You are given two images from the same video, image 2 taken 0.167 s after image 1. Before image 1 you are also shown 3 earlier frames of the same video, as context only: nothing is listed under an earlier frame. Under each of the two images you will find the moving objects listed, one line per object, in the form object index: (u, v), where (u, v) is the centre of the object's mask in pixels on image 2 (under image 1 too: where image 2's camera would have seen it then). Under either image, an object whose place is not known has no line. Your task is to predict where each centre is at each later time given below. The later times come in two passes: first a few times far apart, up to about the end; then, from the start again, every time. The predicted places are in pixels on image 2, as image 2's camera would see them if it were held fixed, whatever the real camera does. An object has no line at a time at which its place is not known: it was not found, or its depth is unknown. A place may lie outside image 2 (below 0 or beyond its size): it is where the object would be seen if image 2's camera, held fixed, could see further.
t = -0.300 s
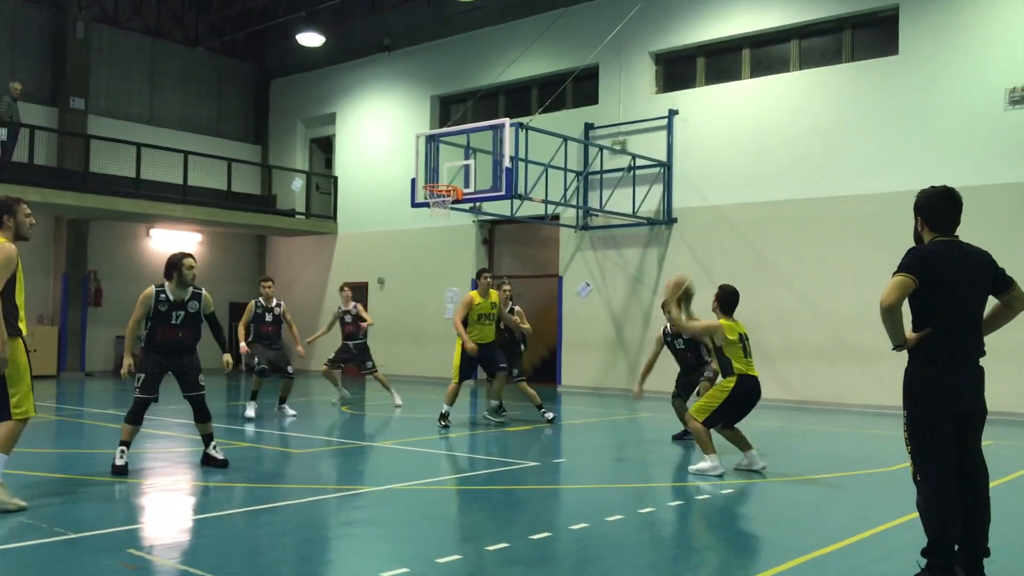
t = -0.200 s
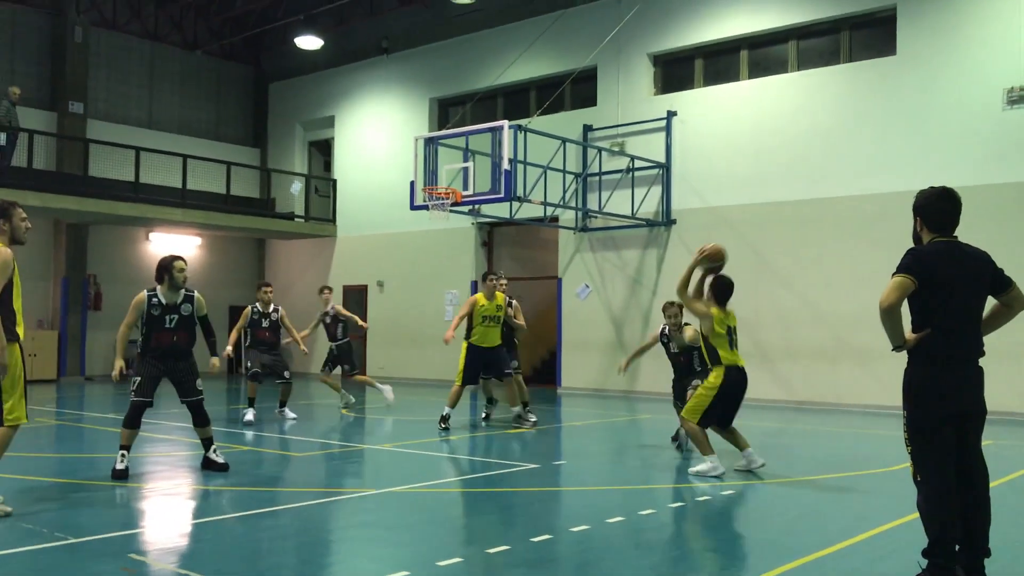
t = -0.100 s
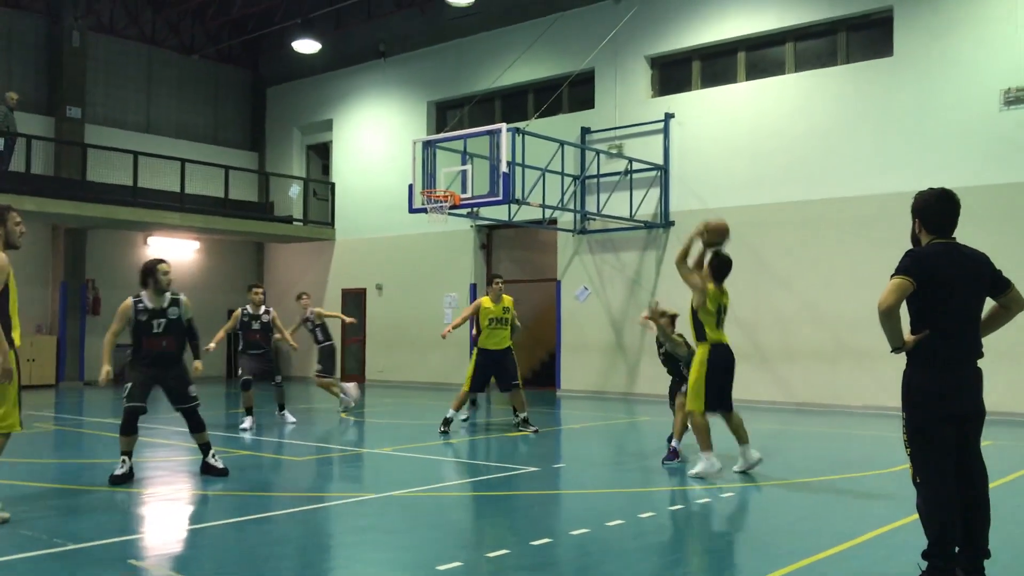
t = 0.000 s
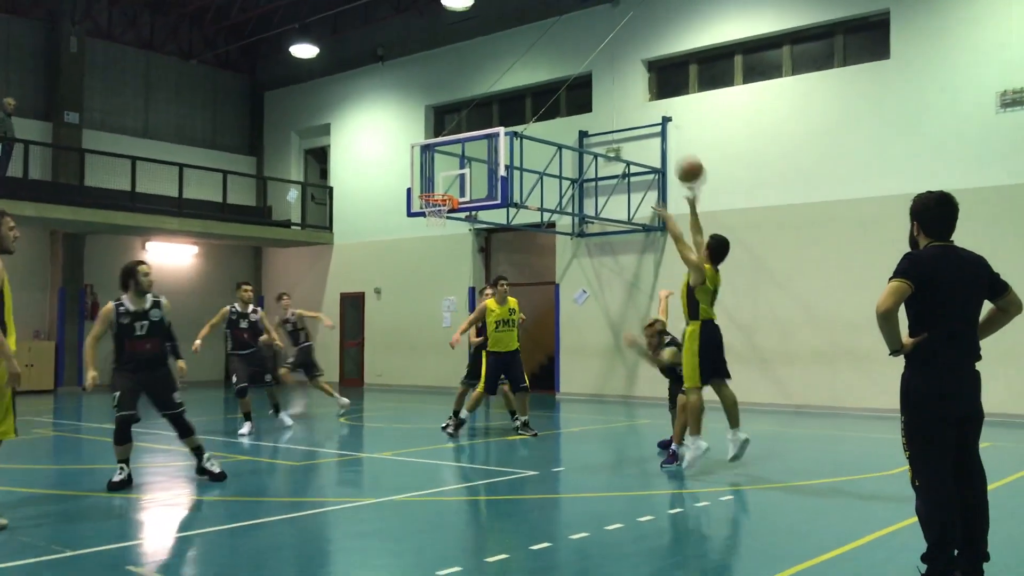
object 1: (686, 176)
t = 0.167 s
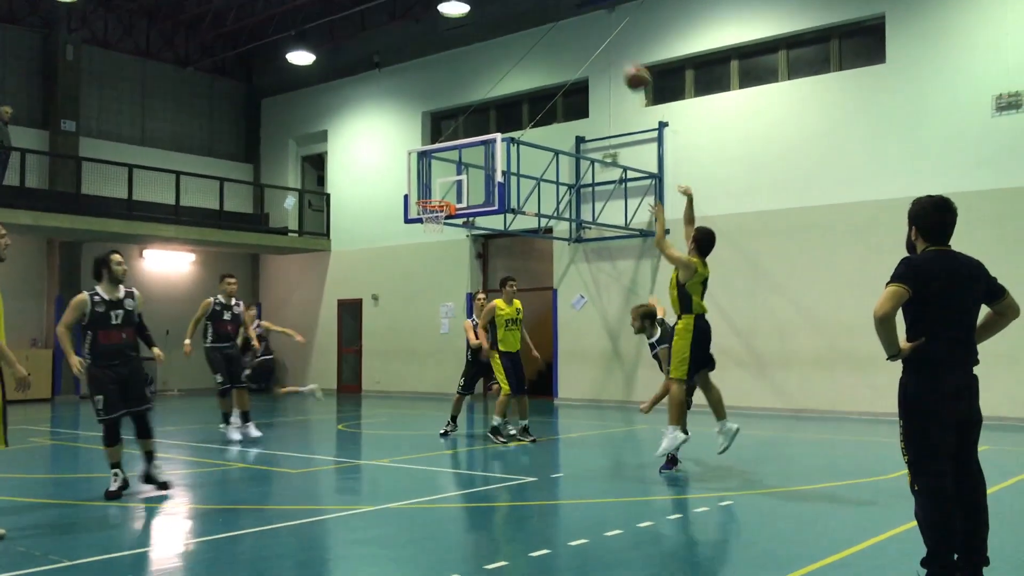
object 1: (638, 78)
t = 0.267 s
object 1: (611, 38)
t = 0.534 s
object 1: (553, -5)
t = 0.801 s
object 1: (507, 14)
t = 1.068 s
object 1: (470, 83)
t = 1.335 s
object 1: (440, 191)
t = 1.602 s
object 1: (428, 220)
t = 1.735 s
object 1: (430, 231)
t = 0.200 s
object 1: (627, 62)
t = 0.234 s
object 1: (619, 50)
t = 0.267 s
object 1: (611, 38)
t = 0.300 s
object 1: (603, 28)
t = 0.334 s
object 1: (595, 20)
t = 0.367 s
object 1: (587, 13)
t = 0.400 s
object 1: (580, 6)
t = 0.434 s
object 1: (573, 2)
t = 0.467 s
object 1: (567, -1)
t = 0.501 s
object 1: (560, -3)
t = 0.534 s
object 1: (553, -5)
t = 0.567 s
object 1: (547, -5)
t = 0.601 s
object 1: (541, -6)
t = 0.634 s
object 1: (535, -5)
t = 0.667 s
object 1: (529, -3)
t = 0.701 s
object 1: (523, 0)
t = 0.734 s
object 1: (518, 4)
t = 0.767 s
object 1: (512, 8)
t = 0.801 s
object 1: (507, 14)
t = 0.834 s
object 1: (502, 20)
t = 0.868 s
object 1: (497, 27)
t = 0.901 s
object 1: (492, 35)
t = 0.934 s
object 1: (488, 42)
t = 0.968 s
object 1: (483, 52)
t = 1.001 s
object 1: (479, 62)
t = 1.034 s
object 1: (475, 72)
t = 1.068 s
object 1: (470, 83)
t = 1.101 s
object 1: (466, 94)
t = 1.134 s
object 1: (462, 106)
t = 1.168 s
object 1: (459, 119)
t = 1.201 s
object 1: (455, 132)
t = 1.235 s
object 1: (451, 146)
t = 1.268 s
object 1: (447, 162)
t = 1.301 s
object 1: (444, 176)
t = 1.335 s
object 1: (440, 191)
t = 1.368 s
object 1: (435, 199)
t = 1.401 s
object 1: (430, 210)
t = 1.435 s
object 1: (430, 215)
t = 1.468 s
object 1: (428, 216)
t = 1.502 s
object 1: (429, 215)
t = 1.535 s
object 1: (428, 216)
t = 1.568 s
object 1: (428, 218)
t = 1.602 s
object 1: (428, 220)
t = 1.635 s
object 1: (428, 222)
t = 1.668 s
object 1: (429, 224)
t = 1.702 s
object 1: (430, 226)
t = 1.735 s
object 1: (430, 231)
